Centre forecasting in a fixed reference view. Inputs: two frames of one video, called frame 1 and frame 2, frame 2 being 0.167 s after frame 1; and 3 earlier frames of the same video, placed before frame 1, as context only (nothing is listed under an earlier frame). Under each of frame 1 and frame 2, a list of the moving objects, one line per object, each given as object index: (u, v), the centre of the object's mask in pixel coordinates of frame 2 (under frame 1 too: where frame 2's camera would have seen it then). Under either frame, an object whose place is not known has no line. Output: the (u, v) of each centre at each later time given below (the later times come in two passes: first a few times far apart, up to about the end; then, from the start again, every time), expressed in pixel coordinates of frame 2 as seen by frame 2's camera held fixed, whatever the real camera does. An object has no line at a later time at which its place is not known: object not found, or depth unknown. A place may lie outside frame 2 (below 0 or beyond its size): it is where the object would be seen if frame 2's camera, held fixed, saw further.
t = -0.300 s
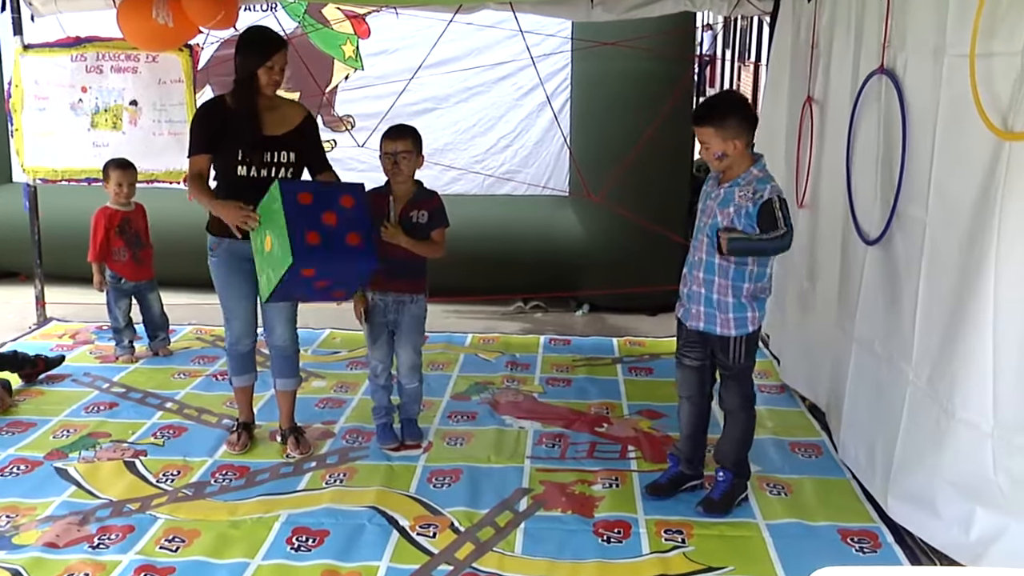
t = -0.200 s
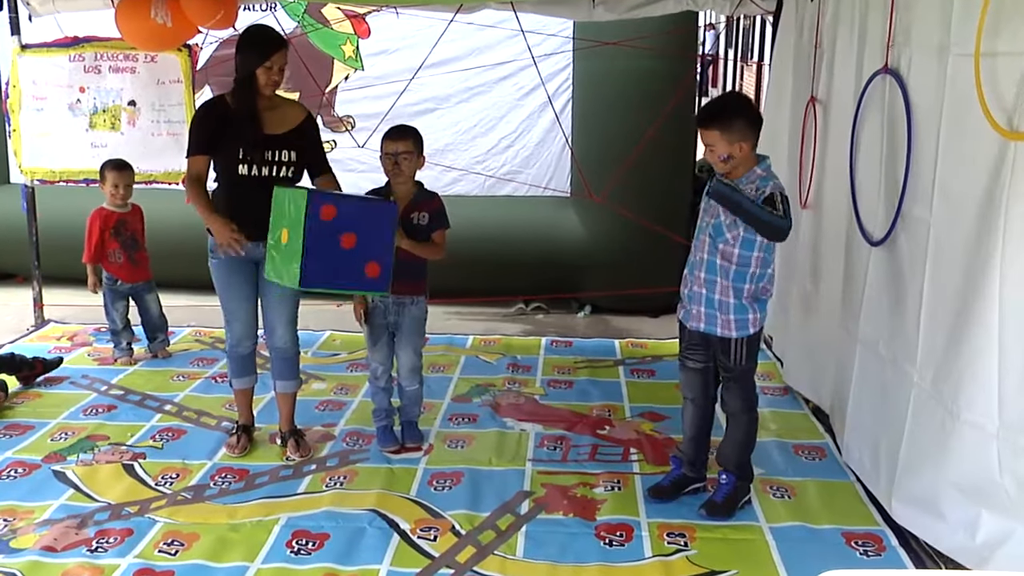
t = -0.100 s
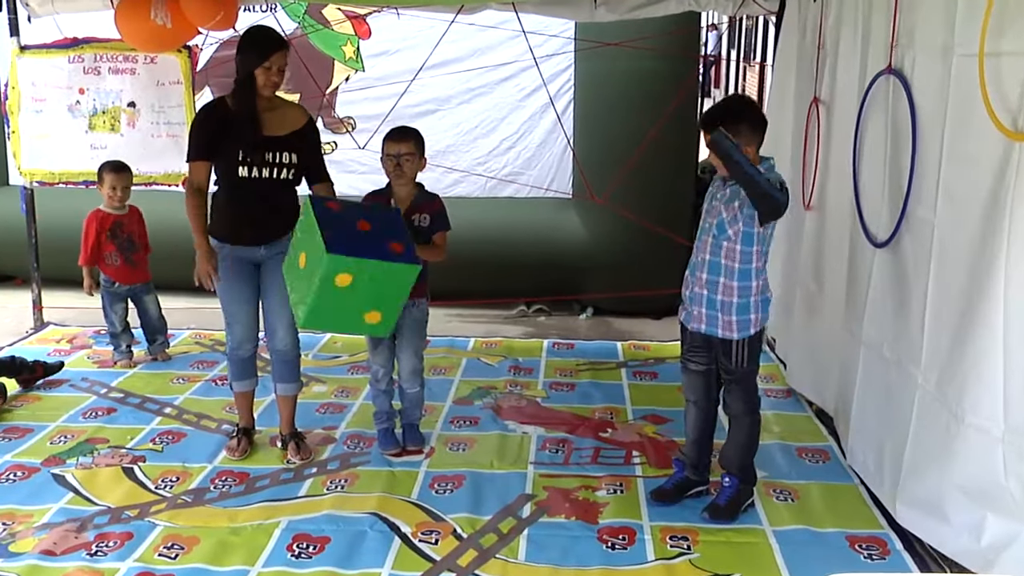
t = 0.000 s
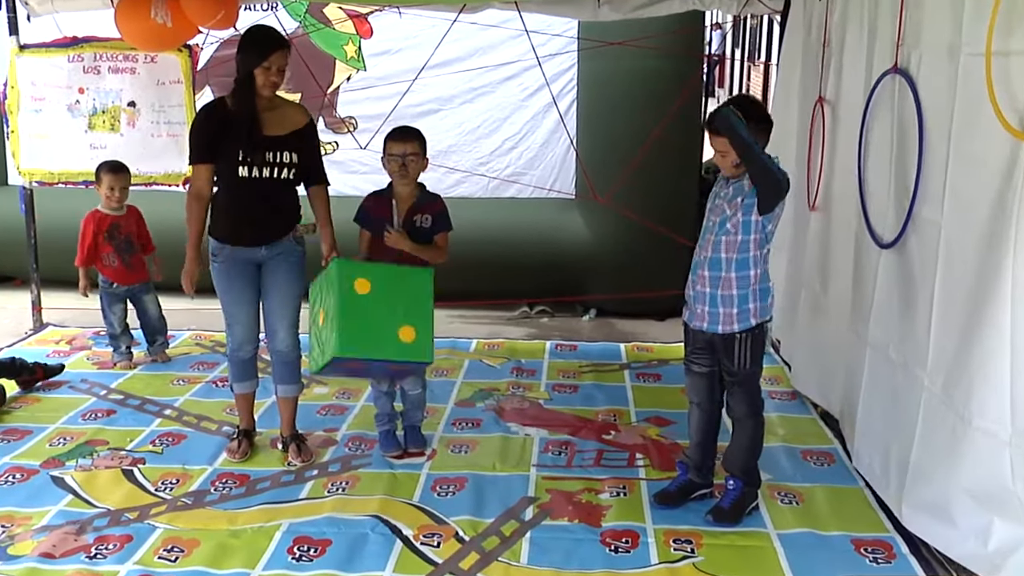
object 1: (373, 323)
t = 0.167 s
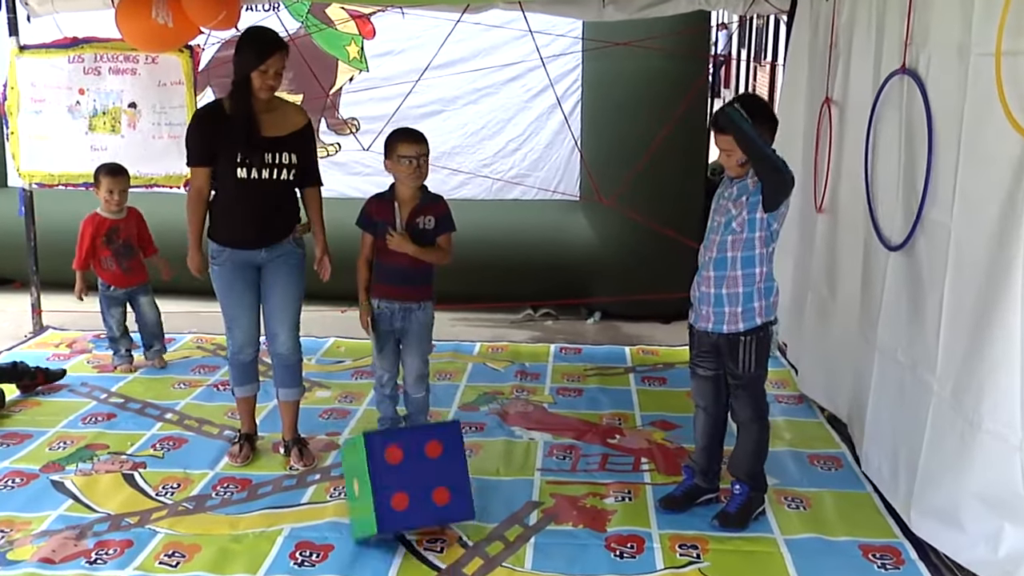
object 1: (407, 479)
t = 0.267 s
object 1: (417, 474)
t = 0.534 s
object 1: (439, 496)
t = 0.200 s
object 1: (410, 491)
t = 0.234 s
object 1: (414, 483)
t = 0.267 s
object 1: (417, 474)
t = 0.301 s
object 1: (419, 468)
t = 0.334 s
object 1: (422, 465)
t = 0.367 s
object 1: (425, 466)
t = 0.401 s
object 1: (428, 470)
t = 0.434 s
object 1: (431, 477)
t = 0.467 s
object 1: (435, 487)
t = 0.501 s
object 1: (438, 494)
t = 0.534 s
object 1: (439, 496)
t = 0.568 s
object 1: (439, 498)
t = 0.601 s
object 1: (438, 501)
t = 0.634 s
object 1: (437, 506)
